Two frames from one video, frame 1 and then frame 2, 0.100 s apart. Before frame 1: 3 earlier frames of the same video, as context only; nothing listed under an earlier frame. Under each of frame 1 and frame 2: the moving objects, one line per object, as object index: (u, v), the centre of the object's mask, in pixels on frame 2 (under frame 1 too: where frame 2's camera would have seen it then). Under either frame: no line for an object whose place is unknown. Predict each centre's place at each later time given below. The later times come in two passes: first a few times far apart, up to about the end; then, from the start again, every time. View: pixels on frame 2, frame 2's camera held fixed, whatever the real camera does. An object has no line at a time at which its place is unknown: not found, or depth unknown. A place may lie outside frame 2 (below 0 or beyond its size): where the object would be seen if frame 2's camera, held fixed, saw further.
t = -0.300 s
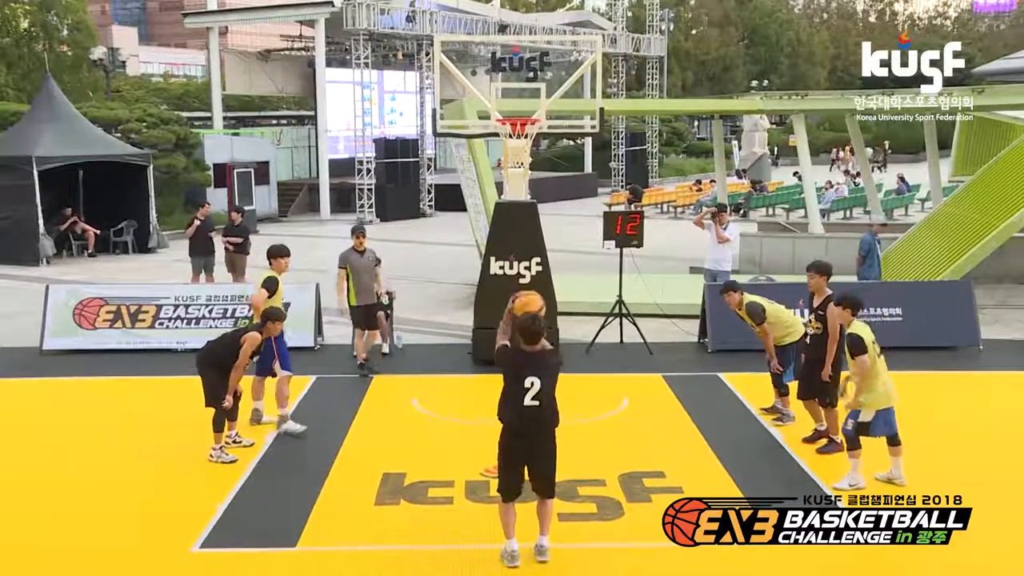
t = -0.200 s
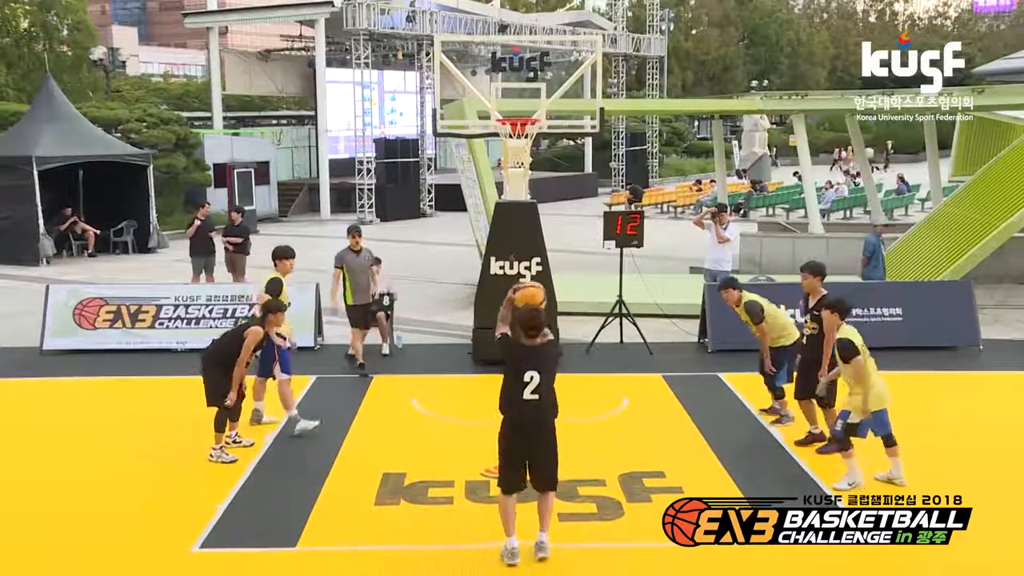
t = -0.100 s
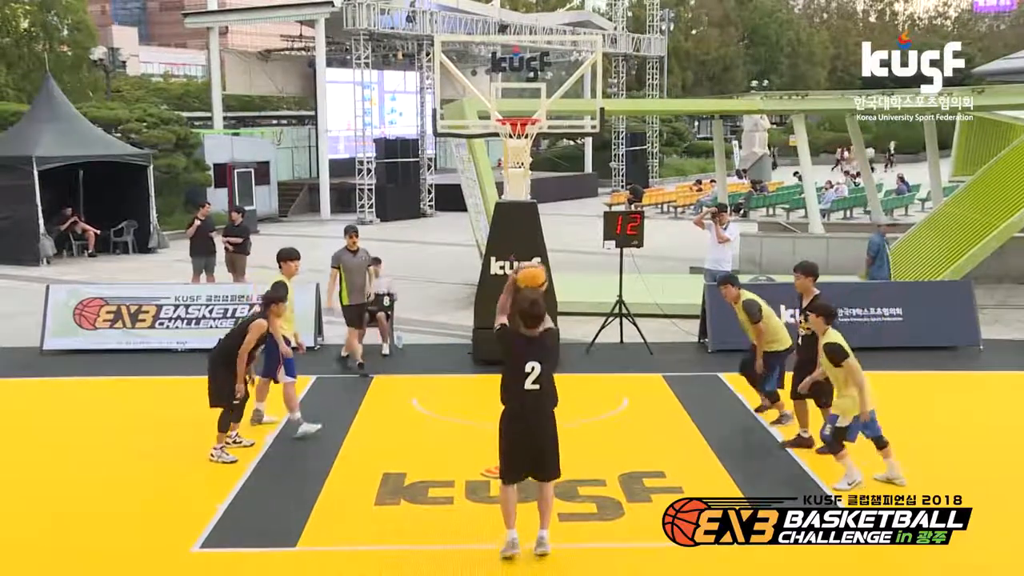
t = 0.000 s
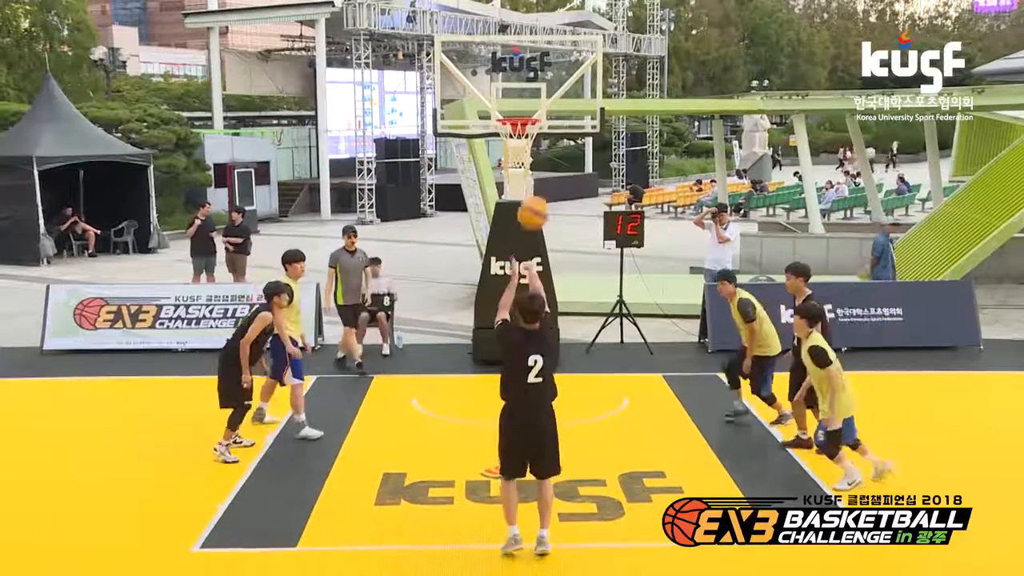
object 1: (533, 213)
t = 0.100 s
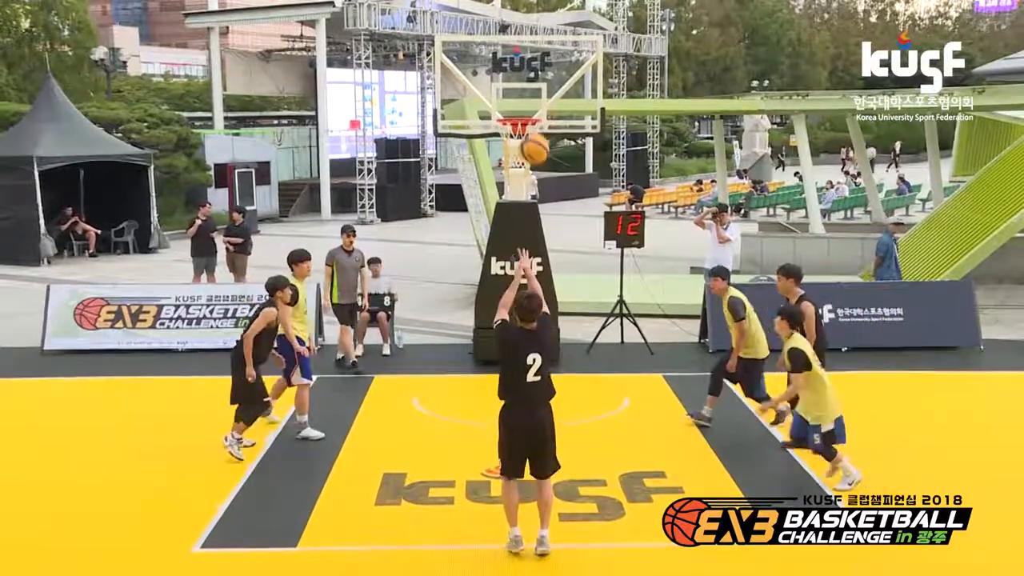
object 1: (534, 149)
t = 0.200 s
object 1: (534, 101)
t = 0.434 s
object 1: (535, 50)
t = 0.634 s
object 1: (536, 57)
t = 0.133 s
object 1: (535, 132)
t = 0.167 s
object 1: (535, 116)
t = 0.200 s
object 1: (534, 101)
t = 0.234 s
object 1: (535, 90)
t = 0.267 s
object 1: (534, 80)
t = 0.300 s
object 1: (534, 70)
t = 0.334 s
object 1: (534, 64)
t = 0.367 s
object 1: (534, 57)
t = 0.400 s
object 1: (536, 54)
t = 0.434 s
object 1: (535, 50)
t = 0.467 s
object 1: (535, 49)
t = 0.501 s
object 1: (535, 49)
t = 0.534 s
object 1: (535, 48)
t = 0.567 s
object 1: (536, 49)
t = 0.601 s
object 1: (536, 53)
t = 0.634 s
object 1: (536, 57)
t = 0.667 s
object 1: (537, 60)
